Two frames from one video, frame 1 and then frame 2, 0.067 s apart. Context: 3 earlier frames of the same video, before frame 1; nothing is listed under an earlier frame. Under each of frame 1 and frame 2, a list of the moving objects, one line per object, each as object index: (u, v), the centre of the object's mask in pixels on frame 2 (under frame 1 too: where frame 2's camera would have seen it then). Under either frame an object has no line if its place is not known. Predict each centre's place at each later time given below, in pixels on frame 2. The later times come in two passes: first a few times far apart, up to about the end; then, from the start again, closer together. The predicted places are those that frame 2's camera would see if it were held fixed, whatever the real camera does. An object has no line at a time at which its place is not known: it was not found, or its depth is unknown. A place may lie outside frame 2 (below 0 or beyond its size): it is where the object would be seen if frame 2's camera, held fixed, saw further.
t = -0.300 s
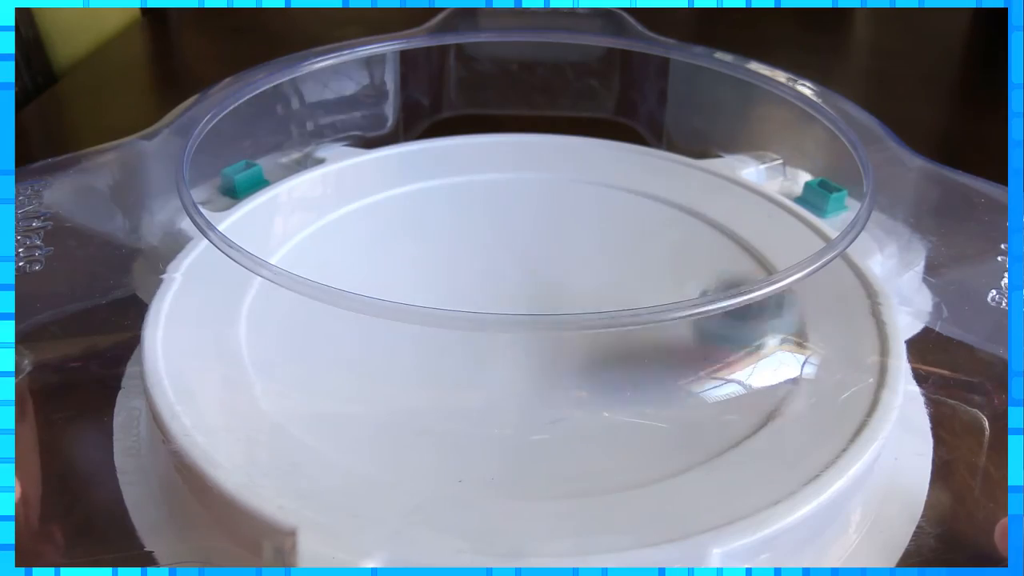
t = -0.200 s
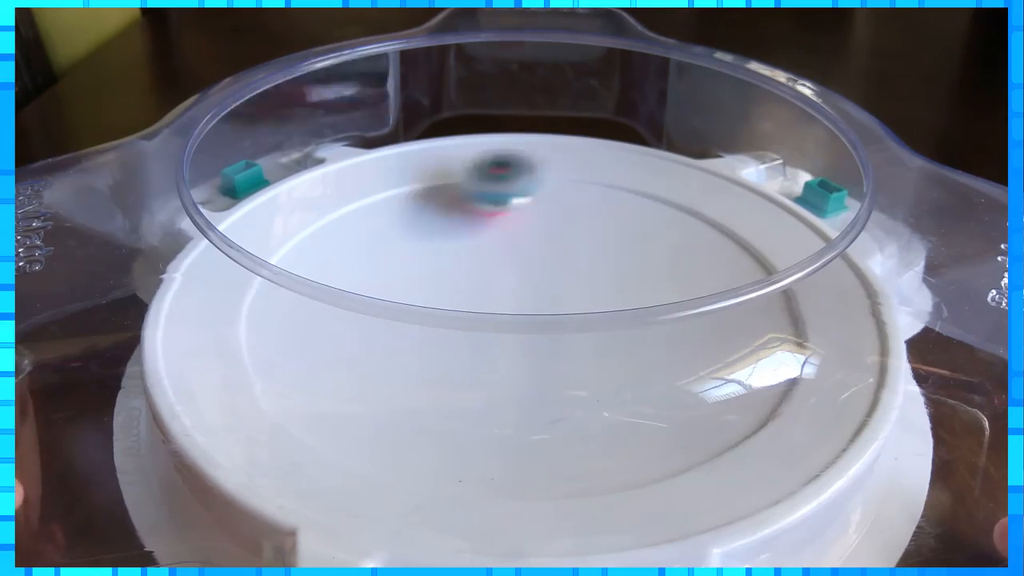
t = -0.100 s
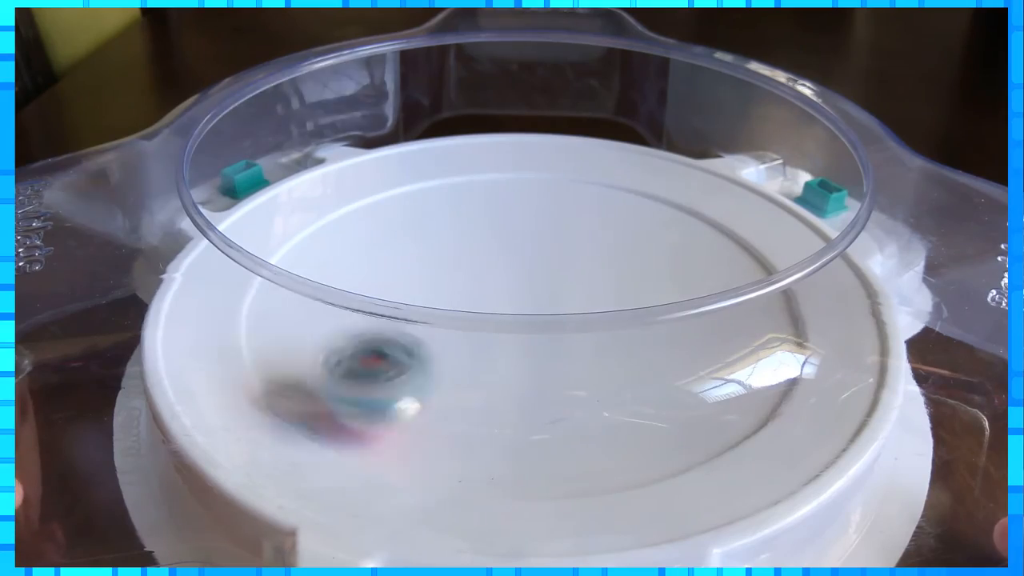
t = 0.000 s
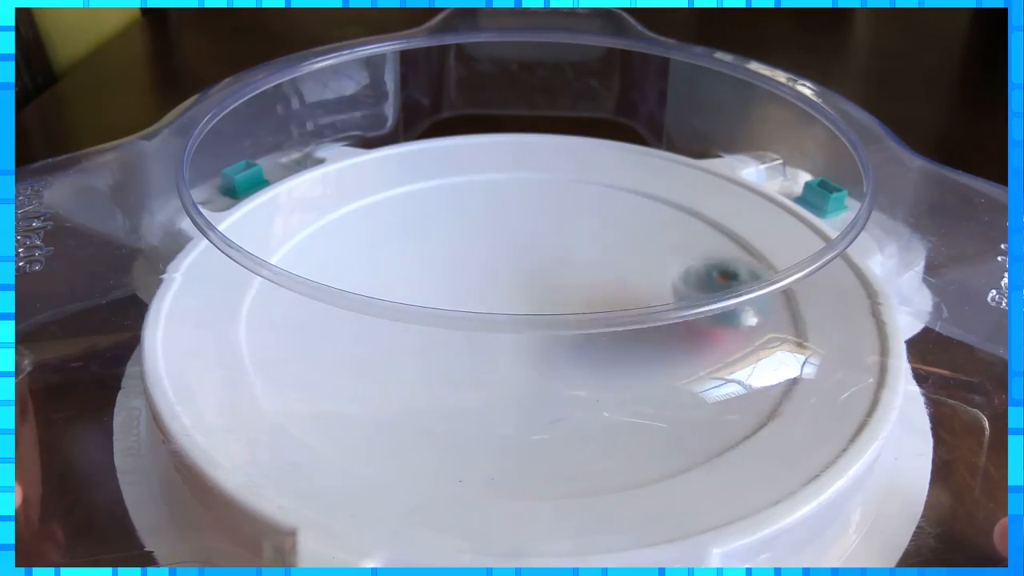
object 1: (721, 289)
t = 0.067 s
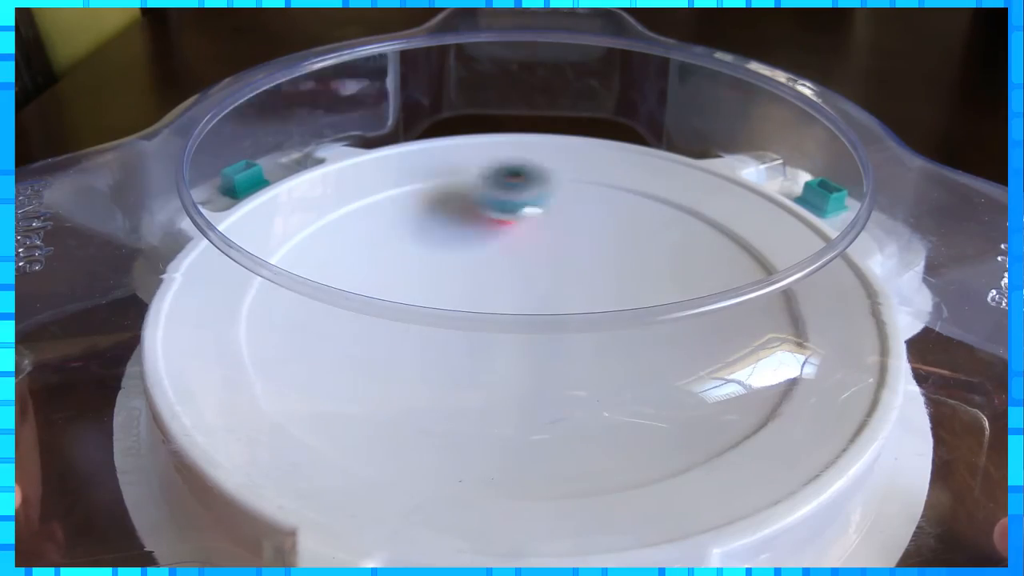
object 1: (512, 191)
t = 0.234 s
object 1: (598, 390)
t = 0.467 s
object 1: (389, 360)
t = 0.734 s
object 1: (708, 342)
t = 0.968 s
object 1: (652, 229)
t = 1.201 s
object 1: (462, 208)
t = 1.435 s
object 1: (325, 307)
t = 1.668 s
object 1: (503, 396)
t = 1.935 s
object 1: (678, 284)
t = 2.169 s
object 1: (590, 202)
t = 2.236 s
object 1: (542, 192)
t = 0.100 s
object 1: (395, 205)
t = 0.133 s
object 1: (317, 251)
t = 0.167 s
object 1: (299, 328)
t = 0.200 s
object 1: (425, 391)
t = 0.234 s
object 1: (598, 390)
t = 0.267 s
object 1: (698, 329)
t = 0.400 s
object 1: (404, 211)
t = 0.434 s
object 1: (354, 269)
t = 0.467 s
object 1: (389, 360)
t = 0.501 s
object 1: (487, 394)
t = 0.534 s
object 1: (527, 400)
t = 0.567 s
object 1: (565, 401)
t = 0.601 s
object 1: (605, 395)
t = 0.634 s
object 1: (641, 386)
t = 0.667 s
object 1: (666, 372)
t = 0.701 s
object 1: (685, 354)
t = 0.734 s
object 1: (708, 342)
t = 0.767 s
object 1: (724, 332)
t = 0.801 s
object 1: (725, 309)
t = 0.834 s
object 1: (714, 275)
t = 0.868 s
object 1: (709, 266)
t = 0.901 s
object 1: (693, 254)
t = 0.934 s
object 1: (675, 240)
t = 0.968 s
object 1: (652, 229)
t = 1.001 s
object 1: (627, 219)
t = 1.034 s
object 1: (601, 212)
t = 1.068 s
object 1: (574, 207)
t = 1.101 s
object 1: (546, 204)
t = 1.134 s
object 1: (517, 203)
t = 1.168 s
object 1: (489, 205)
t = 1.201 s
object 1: (462, 208)
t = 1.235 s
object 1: (435, 214)
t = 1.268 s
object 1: (410, 221)
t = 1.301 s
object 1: (389, 229)
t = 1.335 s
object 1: (369, 240)
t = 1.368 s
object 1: (352, 252)
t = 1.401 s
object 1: (334, 282)
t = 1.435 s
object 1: (325, 307)
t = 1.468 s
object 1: (326, 333)
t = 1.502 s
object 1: (341, 345)
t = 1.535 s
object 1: (364, 359)
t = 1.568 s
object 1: (391, 374)
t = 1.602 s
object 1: (424, 386)
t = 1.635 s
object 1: (463, 393)
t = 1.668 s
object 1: (503, 396)
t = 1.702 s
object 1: (539, 394)
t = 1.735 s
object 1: (574, 392)
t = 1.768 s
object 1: (609, 378)
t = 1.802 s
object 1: (635, 366)
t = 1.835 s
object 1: (659, 354)
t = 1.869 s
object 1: (673, 345)
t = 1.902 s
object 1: (680, 319)
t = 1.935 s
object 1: (678, 284)
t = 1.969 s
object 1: (678, 275)
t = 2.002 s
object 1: (673, 264)
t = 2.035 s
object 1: (661, 248)
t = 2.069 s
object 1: (649, 233)
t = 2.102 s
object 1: (631, 221)
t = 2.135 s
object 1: (612, 211)
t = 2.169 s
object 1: (590, 202)
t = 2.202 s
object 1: (566, 196)
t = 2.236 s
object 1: (542, 192)
